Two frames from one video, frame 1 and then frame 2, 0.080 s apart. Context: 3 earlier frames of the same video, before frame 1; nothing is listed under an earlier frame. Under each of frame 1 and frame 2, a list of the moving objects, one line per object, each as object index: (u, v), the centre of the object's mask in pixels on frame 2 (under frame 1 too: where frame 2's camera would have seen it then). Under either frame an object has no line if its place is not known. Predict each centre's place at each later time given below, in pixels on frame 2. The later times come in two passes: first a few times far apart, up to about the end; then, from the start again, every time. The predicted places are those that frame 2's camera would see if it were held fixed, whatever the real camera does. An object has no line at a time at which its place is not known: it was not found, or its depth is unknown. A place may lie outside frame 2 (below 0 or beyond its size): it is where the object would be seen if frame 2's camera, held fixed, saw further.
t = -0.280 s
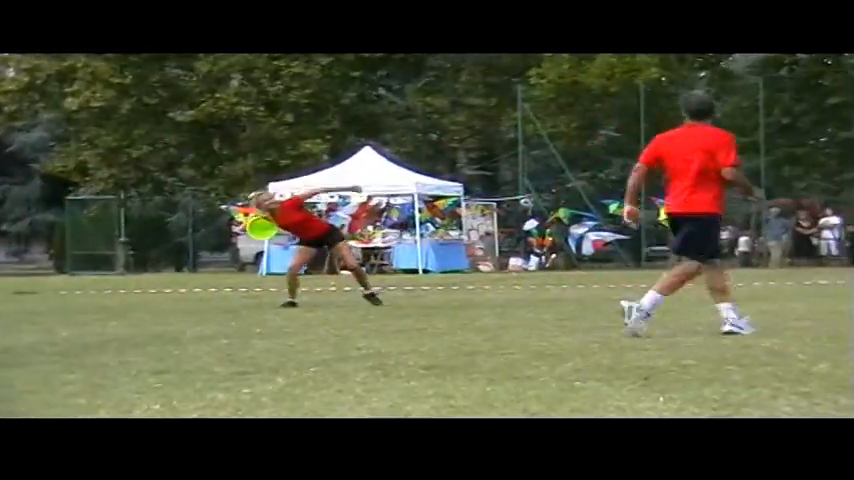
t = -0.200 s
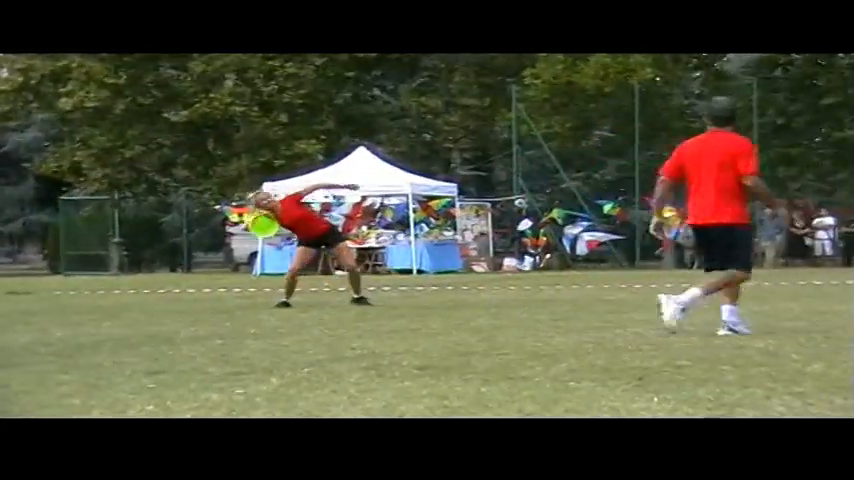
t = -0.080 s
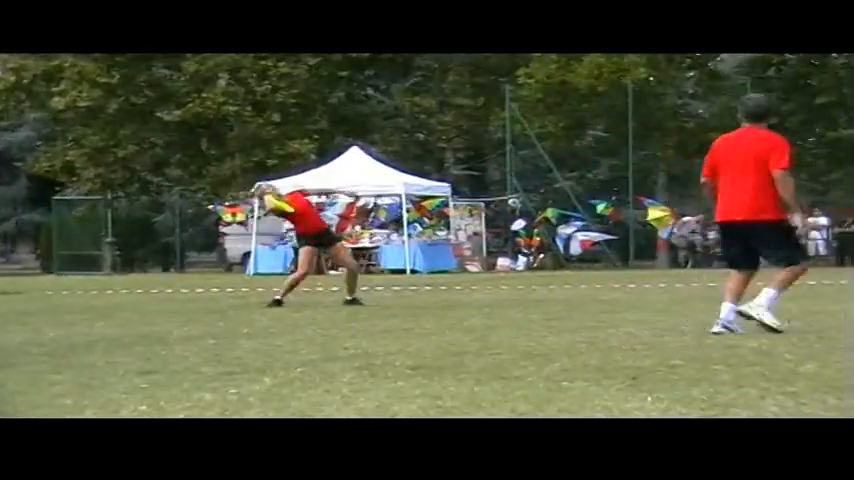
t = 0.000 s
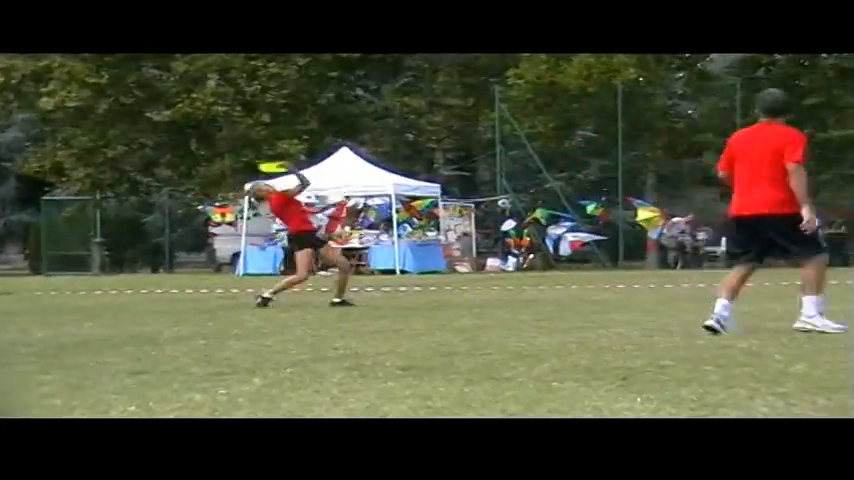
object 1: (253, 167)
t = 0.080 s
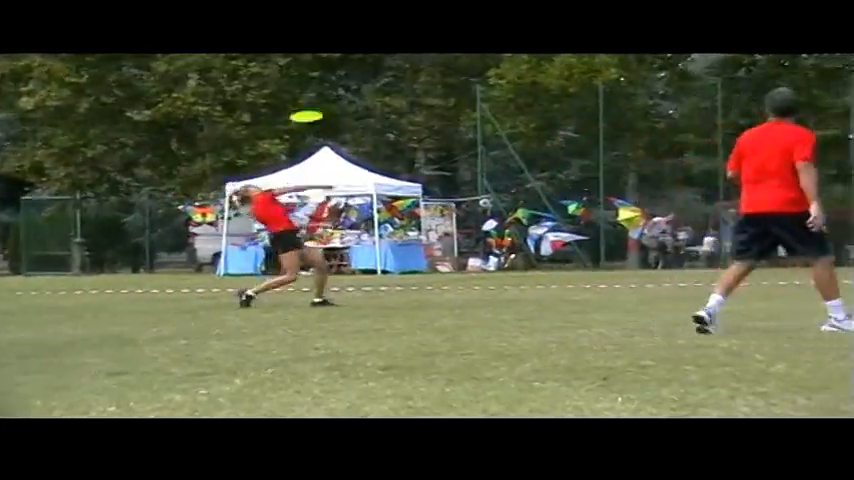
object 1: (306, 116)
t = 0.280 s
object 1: (458, 54)
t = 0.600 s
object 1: (716, 7)
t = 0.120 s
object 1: (336, 97)
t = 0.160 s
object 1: (366, 80)
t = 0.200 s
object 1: (397, 67)
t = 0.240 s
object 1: (427, 59)
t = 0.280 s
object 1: (458, 54)
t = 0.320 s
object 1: (490, 44)
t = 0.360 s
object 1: (523, 29)
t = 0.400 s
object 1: (554, 24)
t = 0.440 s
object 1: (588, 18)
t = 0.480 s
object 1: (618, 13)
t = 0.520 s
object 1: (651, 11)
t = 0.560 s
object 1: (684, 9)
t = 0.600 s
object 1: (716, 7)
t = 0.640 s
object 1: (749, 6)
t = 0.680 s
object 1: (780, 6)
